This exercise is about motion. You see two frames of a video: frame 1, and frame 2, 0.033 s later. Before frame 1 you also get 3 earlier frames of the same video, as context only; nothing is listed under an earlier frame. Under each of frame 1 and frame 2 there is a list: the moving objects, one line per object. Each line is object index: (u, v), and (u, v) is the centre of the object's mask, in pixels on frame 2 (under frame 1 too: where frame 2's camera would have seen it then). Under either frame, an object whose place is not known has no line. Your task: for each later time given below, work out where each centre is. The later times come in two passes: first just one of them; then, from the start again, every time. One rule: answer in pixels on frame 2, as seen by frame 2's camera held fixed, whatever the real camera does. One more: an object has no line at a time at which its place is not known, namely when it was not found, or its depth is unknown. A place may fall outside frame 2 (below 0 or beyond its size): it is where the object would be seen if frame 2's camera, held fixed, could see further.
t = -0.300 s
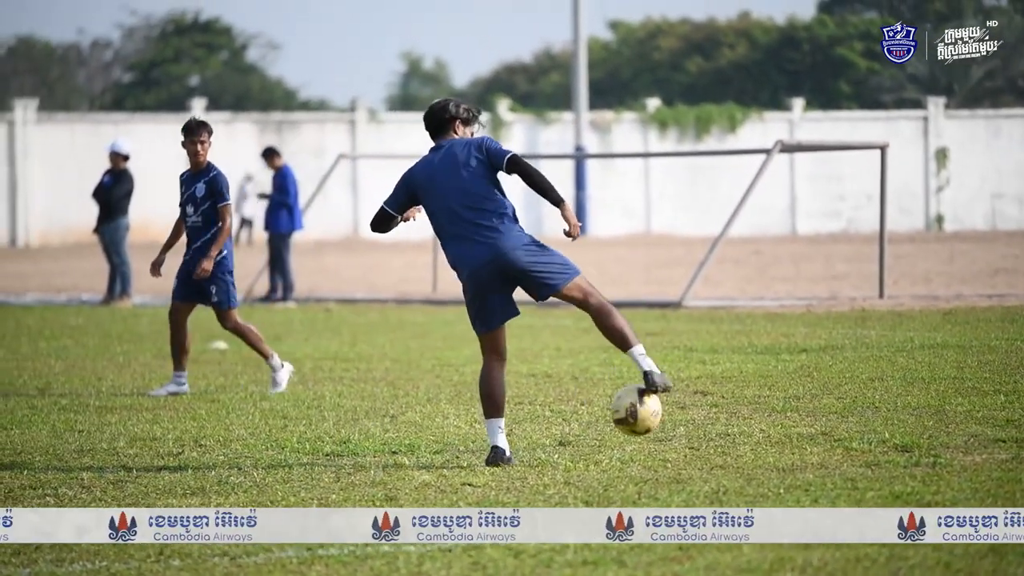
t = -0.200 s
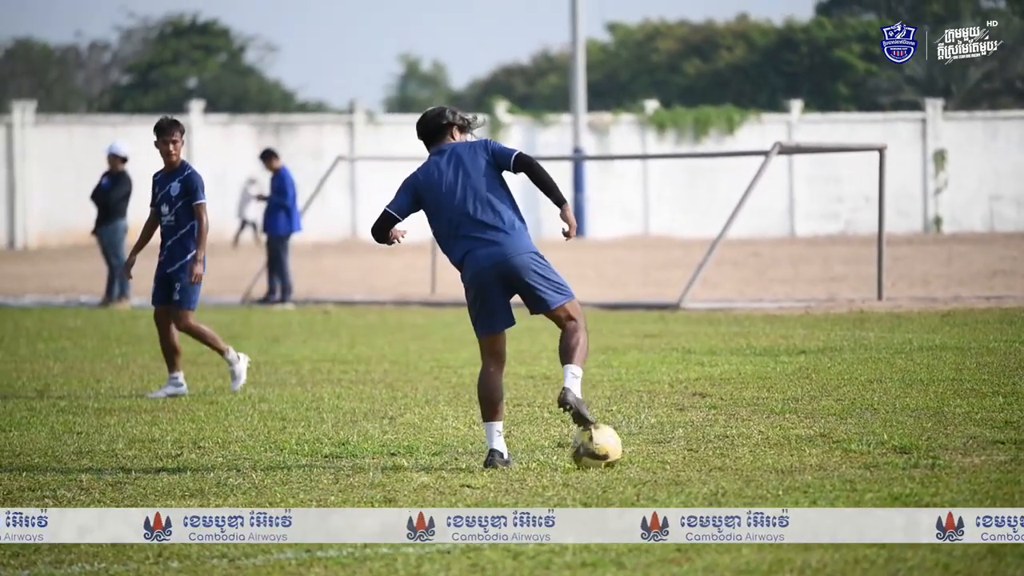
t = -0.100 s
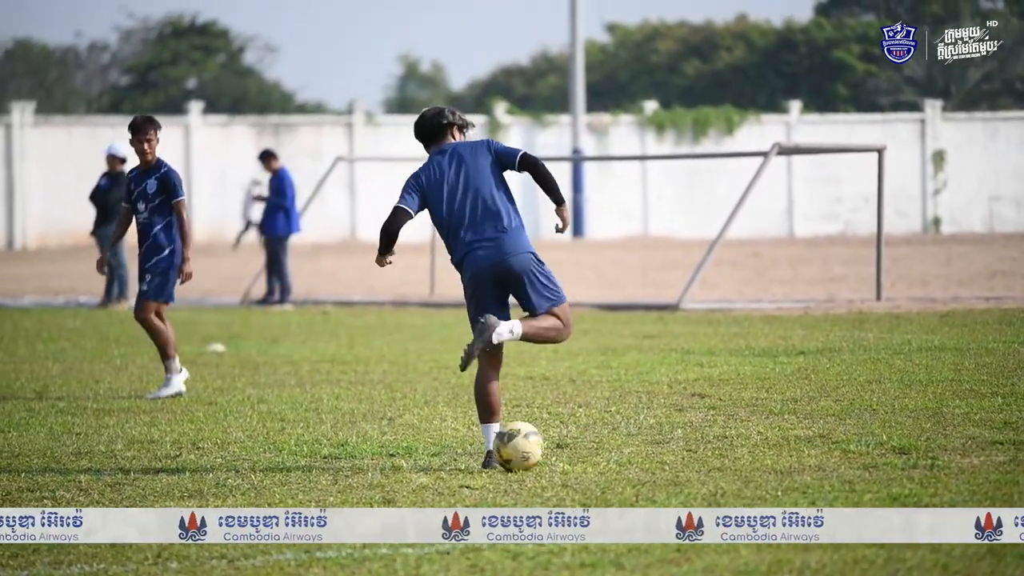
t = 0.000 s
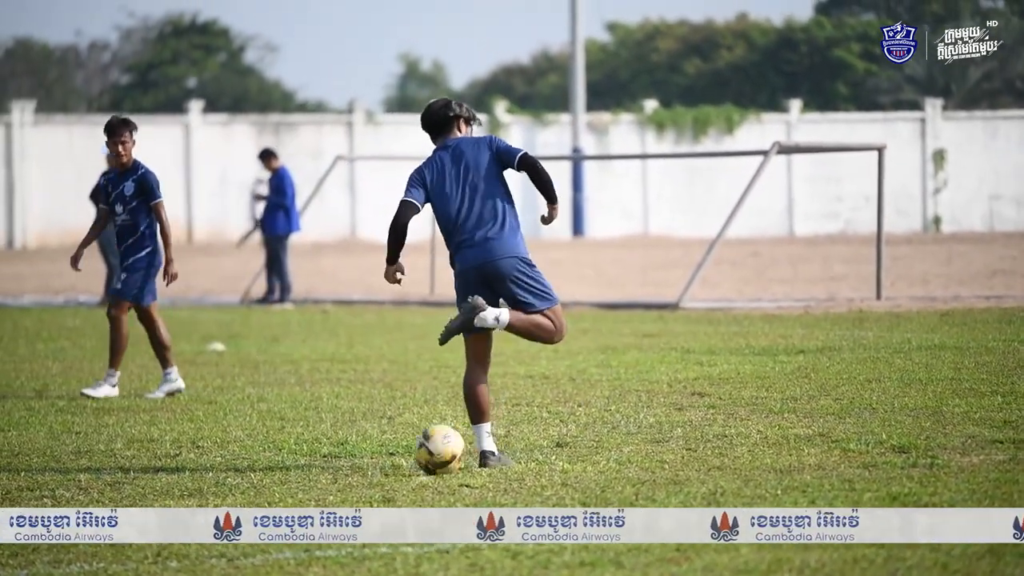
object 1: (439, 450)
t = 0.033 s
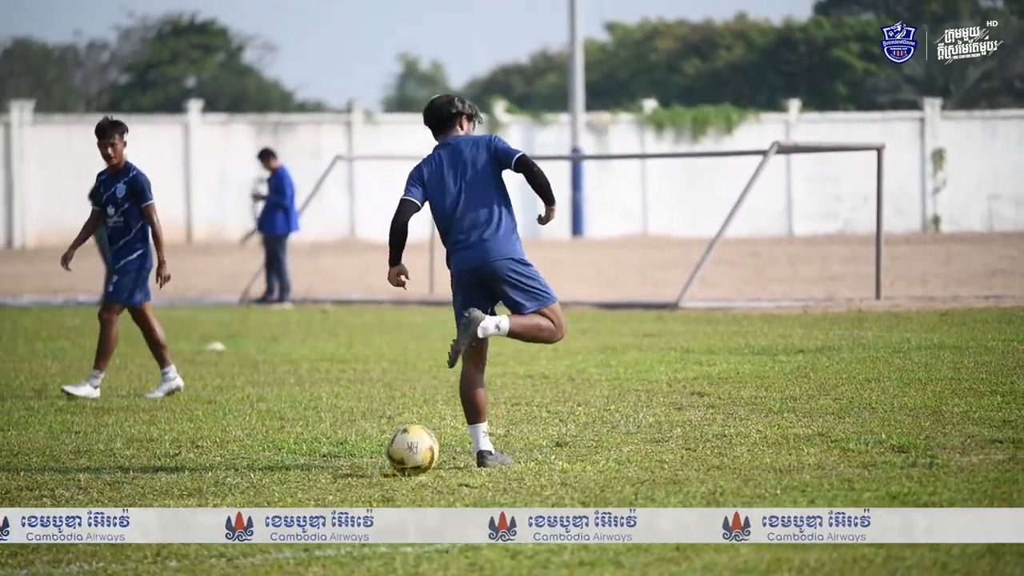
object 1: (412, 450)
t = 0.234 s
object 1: (259, 452)
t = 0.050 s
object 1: (400, 451)
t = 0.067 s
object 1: (387, 452)
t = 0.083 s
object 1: (374, 452)
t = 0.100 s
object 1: (361, 453)
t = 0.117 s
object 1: (349, 455)
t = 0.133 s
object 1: (335, 455)
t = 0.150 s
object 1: (322, 455)
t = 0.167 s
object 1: (310, 453)
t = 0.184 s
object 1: (296, 451)
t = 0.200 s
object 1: (284, 451)
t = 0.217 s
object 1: (271, 451)
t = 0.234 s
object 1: (259, 452)
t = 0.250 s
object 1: (246, 453)
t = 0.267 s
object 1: (234, 455)
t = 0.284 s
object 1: (220, 458)
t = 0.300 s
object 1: (208, 459)
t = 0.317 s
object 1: (195, 459)
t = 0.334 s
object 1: (183, 457)
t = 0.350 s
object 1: (170, 455)
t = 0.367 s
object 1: (158, 453)
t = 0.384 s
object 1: (146, 452)
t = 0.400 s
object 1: (133, 452)
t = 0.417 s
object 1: (119, 453)
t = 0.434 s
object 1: (107, 453)
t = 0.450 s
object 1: (93, 454)
